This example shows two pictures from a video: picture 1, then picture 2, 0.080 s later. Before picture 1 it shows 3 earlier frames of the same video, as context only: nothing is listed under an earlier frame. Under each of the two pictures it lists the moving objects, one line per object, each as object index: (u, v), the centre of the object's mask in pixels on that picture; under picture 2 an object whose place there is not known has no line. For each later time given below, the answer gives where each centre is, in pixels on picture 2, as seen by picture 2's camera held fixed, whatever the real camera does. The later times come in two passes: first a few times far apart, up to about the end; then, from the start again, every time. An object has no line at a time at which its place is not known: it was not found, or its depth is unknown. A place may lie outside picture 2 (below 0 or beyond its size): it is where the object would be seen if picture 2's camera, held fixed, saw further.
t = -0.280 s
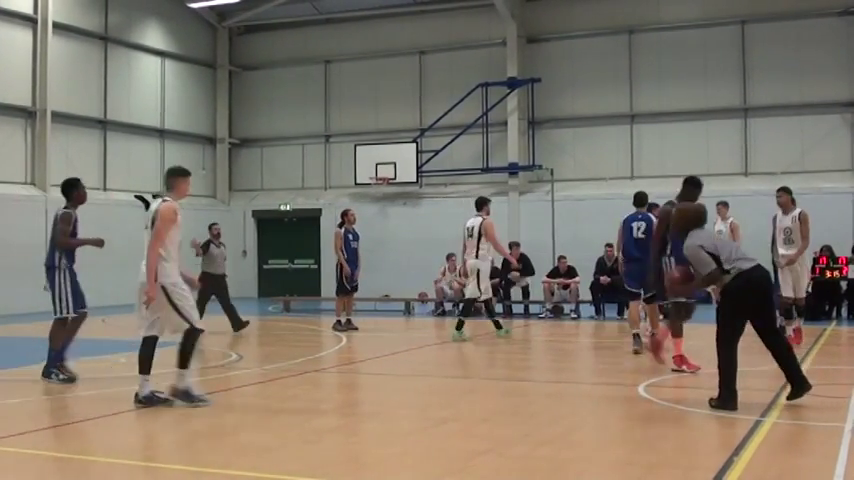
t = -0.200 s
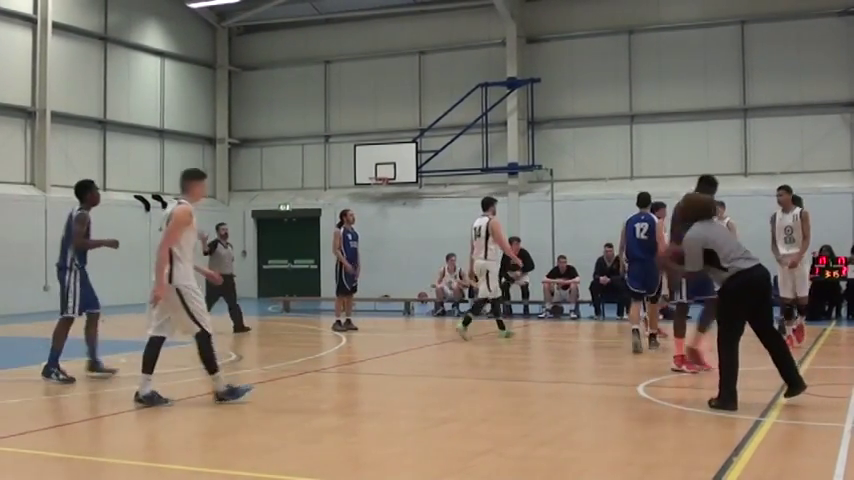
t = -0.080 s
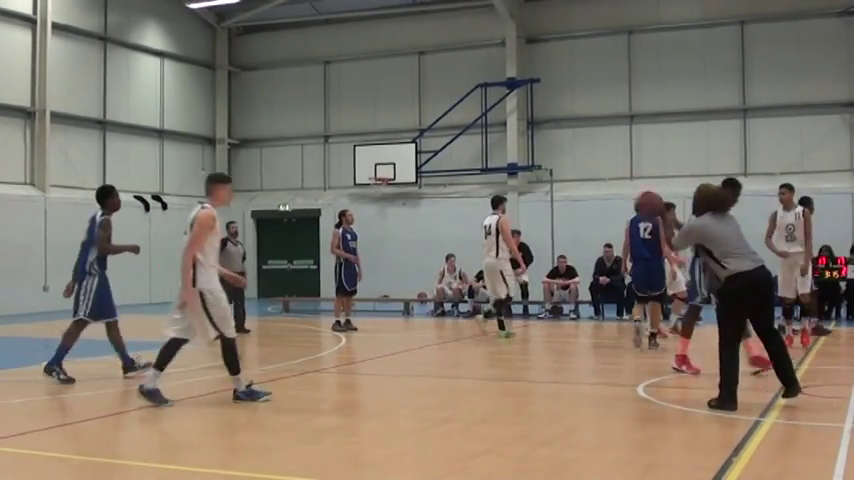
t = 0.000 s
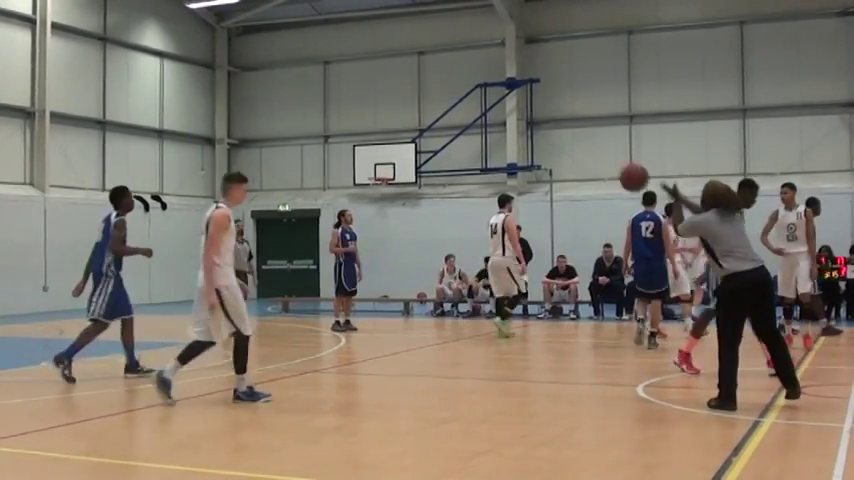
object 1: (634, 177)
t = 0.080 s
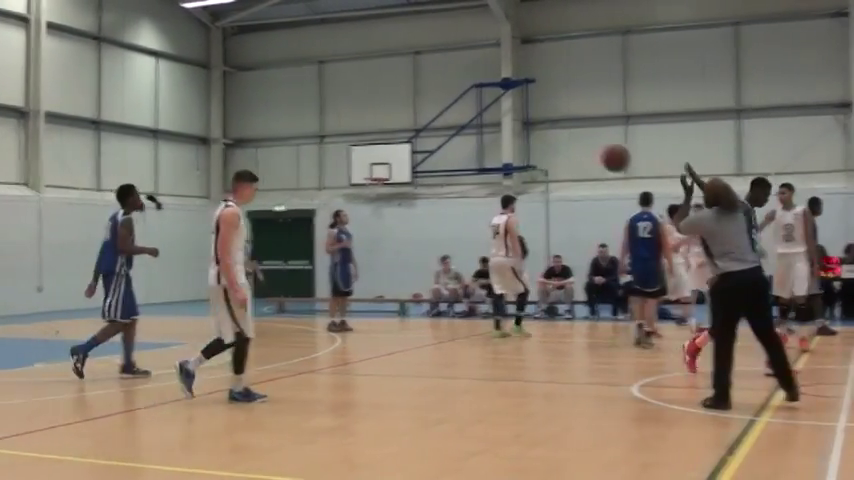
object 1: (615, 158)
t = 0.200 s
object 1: (596, 144)
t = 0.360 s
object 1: (572, 150)
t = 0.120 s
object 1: (609, 151)
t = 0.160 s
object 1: (602, 146)
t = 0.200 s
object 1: (596, 144)
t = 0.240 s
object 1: (590, 143)
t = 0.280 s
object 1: (583, 144)
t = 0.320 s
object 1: (577, 146)
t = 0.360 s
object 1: (572, 150)
